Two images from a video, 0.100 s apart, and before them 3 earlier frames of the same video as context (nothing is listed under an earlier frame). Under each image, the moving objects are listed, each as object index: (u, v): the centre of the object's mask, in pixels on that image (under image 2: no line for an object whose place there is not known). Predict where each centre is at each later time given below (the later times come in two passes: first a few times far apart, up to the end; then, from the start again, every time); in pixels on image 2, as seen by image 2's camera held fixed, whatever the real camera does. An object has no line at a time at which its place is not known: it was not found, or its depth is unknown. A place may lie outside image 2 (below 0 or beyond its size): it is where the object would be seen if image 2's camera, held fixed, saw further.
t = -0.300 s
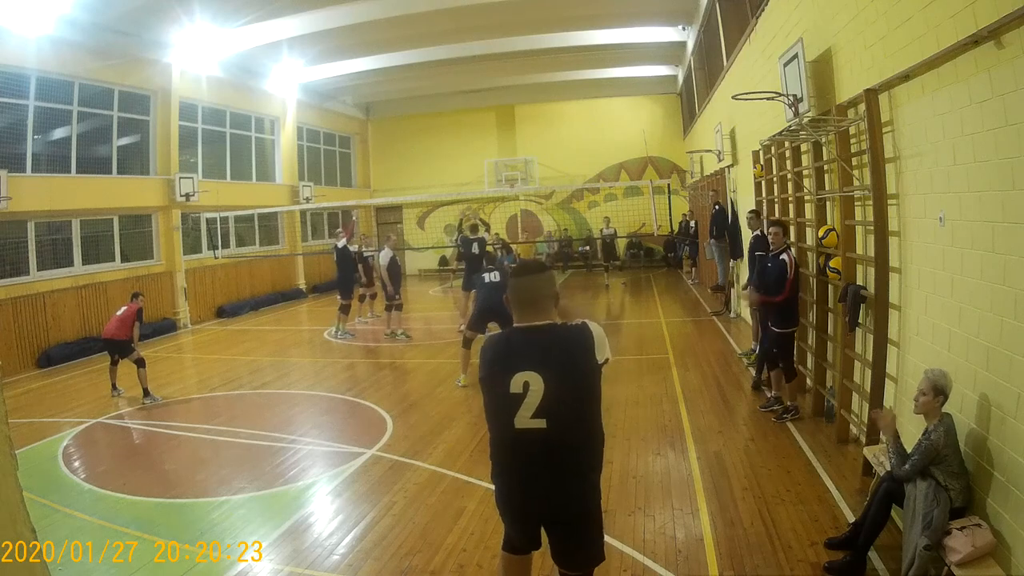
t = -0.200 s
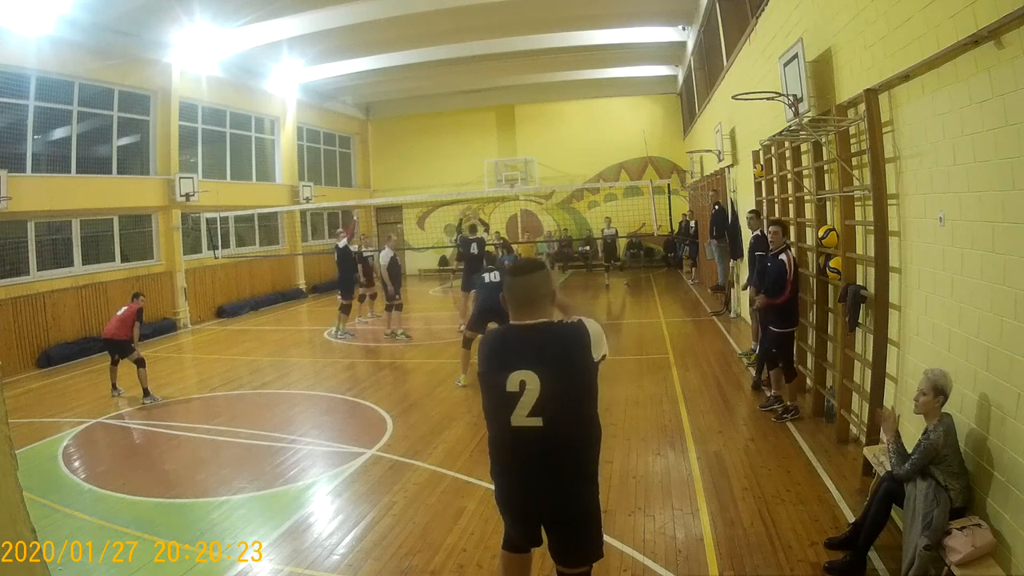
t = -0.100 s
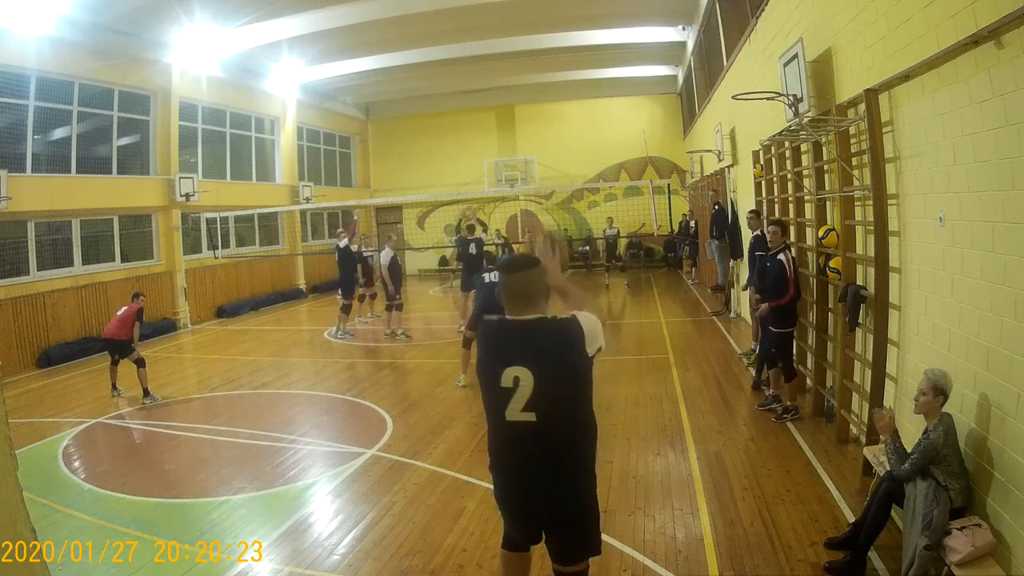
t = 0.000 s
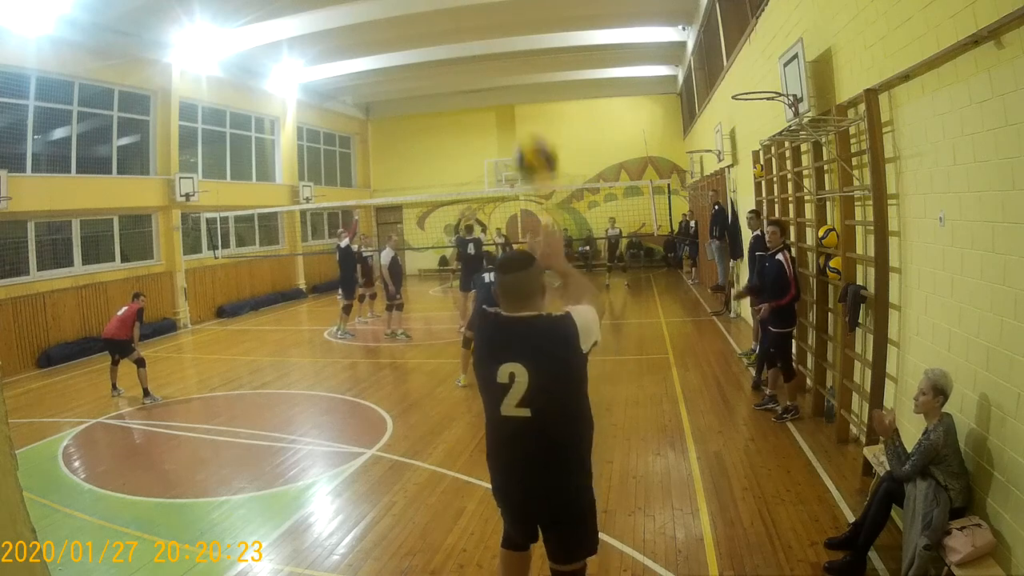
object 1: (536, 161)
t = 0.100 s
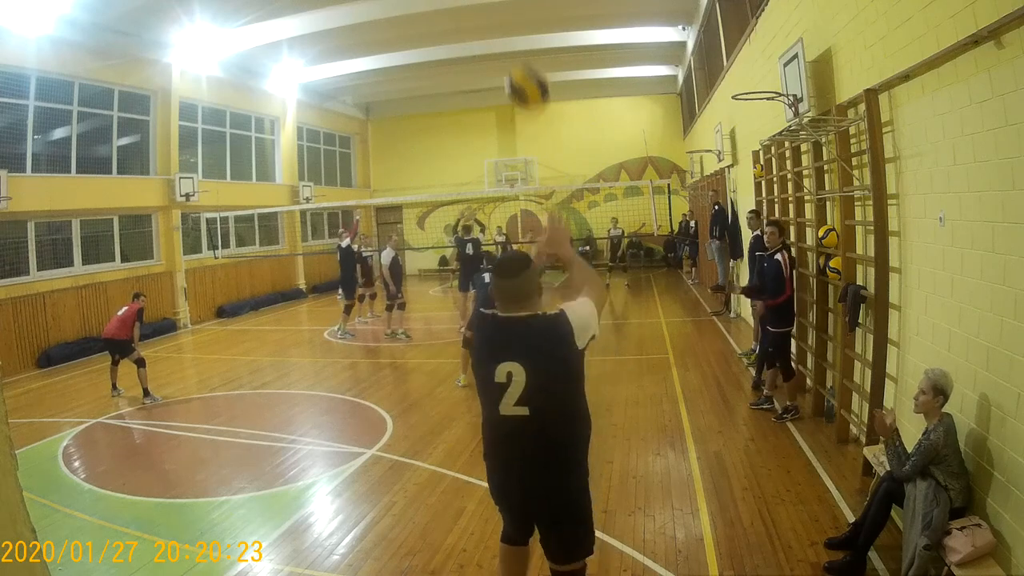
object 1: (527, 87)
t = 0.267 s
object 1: (515, 17)
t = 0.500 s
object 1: (504, 11)
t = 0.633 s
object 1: (500, 41)
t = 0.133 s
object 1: (525, 70)
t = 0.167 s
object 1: (522, 52)
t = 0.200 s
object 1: (520, 38)
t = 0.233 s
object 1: (517, 26)
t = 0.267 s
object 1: (515, 17)
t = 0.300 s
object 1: (513, 13)
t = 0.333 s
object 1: (511, 10)
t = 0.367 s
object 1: (510, 8)
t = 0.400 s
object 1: (508, 7)
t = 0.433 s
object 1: (507, 8)
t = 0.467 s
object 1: (506, 8)
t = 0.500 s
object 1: (504, 11)
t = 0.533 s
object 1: (503, 14)
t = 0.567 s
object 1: (502, 18)
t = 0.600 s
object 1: (501, 28)
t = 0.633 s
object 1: (500, 41)
